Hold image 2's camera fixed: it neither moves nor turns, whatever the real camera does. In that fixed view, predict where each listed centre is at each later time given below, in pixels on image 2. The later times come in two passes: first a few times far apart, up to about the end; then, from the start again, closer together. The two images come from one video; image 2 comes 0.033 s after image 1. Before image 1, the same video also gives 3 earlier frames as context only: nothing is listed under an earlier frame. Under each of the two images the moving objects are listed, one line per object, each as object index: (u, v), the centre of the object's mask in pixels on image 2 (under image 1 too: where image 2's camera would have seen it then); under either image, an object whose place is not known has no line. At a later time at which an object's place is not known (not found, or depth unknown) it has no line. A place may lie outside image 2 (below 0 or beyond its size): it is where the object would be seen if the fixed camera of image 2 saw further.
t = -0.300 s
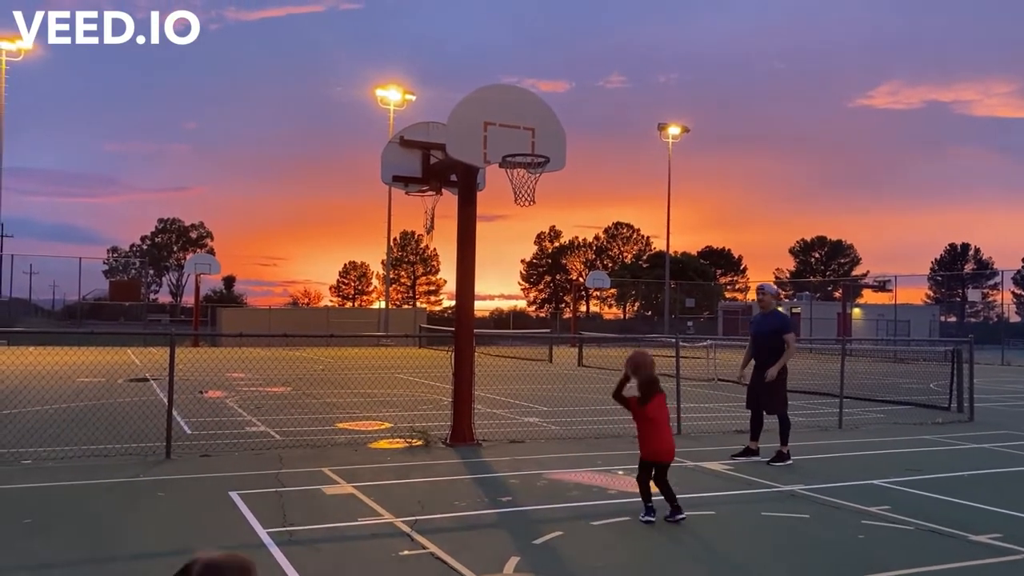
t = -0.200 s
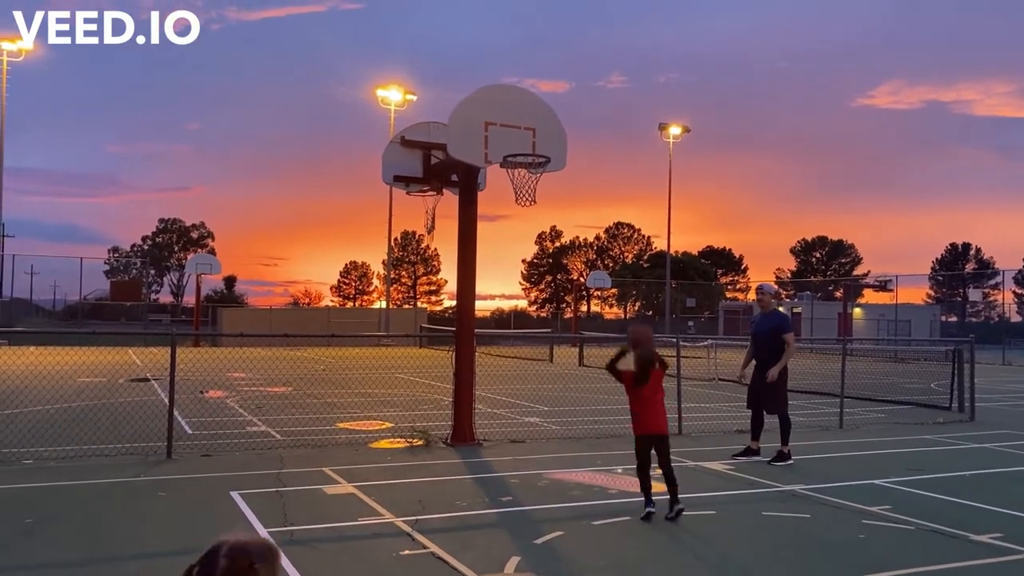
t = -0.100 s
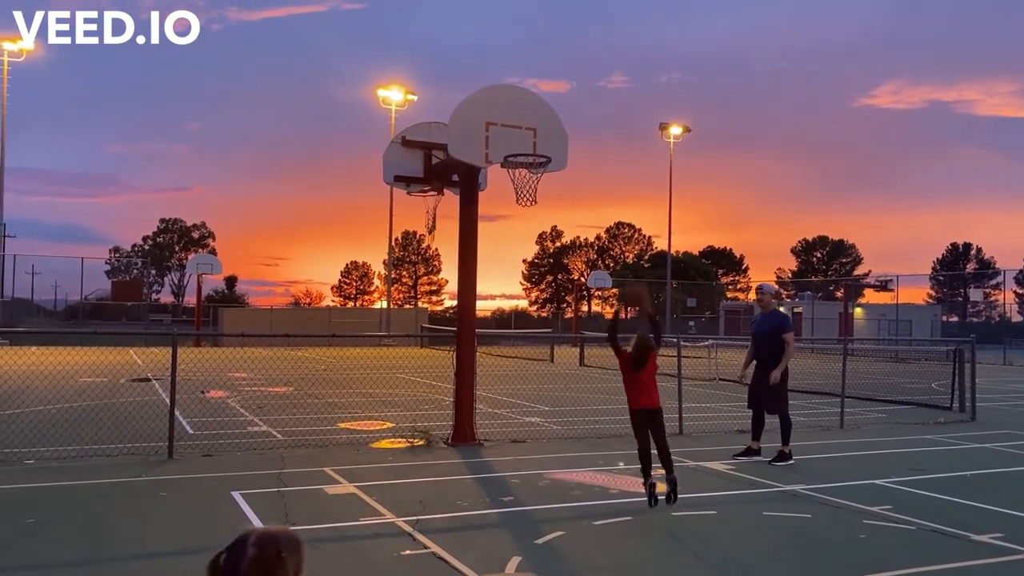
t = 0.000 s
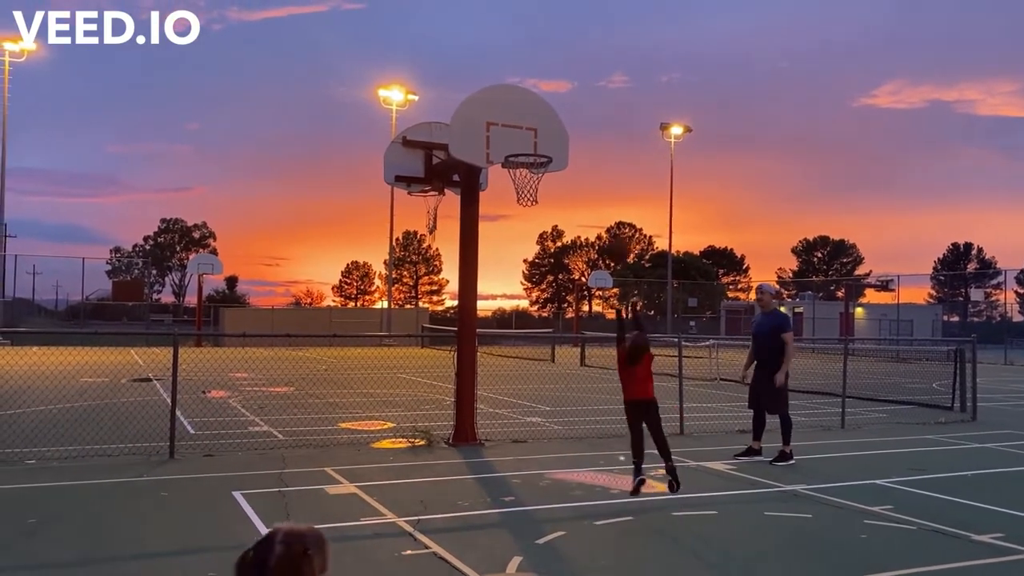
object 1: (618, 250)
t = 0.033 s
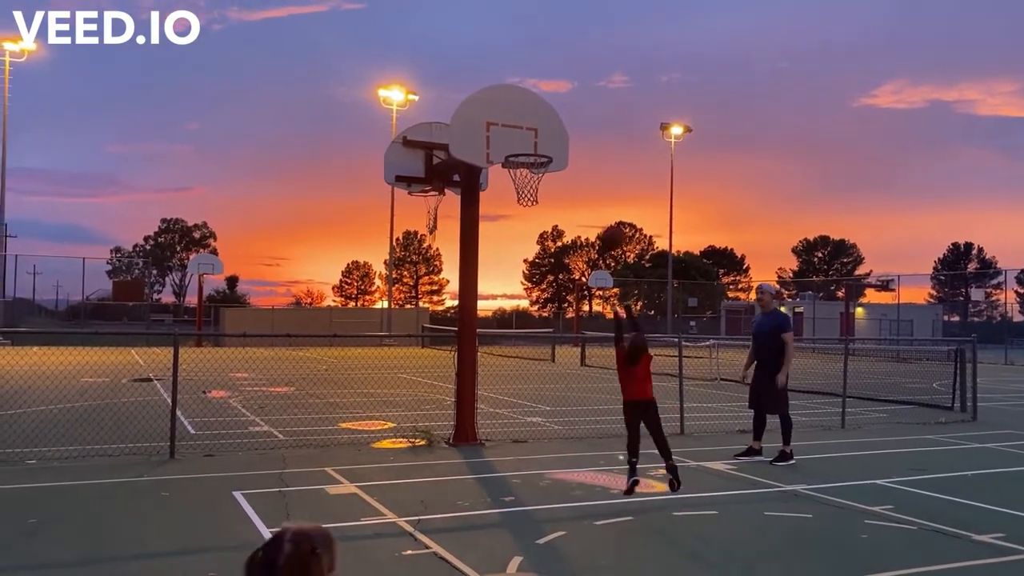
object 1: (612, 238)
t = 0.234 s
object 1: (583, 199)
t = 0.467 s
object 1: (552, 211)
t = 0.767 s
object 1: (517, 295)
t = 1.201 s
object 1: (508, 408)
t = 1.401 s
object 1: (531, 387)
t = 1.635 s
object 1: (559, 408)
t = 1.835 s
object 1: (584, 445)
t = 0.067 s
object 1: (608, 228)
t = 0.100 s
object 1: (602, 219)
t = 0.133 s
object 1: (597, 212)
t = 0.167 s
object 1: (592, 206)
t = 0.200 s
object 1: (587, 202)
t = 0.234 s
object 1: (583, 199)
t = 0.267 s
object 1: (578, 198)
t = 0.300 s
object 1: (573, 197)
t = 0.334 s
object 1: (569, 198)
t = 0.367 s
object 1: (565, 200)
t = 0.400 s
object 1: (561, 202)
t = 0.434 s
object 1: (556, 206)
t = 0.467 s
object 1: (552, 211)
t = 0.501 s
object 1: (548, 217)
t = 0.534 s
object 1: (544, 224)
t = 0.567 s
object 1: (540, 232)
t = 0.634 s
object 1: (533, 249)
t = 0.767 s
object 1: (517, 295)
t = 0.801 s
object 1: (515, 309)
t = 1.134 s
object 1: (500, 423)
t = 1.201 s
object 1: (508, 408)
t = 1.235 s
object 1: (511, 402)
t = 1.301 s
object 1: (519, 392)
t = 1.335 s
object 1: (523, 389)
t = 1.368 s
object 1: (527, 388)
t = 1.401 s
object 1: (531, 387)
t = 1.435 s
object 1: (535, 387)
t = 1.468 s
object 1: (539, 388)
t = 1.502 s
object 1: (543, 390)
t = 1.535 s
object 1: (547, 393)
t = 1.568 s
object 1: (551, 396)
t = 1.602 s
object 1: (555, 402)
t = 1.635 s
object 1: (559, 408)
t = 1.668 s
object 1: (563, 417)
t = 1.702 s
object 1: (567, 425)
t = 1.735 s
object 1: (571, 435)
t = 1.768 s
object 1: (574, 446)
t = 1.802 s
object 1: (579, 454)
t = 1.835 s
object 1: (584, 445)
